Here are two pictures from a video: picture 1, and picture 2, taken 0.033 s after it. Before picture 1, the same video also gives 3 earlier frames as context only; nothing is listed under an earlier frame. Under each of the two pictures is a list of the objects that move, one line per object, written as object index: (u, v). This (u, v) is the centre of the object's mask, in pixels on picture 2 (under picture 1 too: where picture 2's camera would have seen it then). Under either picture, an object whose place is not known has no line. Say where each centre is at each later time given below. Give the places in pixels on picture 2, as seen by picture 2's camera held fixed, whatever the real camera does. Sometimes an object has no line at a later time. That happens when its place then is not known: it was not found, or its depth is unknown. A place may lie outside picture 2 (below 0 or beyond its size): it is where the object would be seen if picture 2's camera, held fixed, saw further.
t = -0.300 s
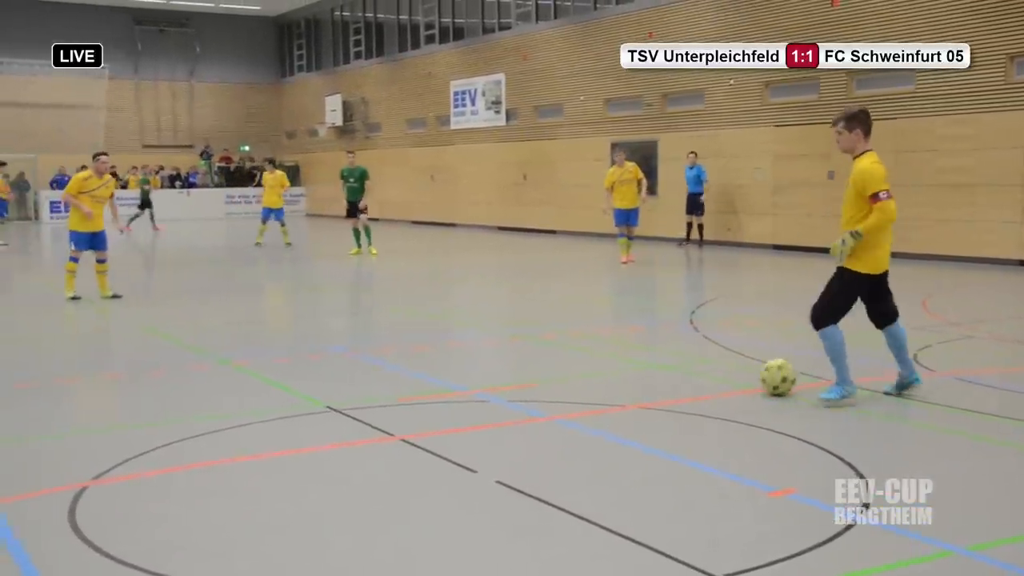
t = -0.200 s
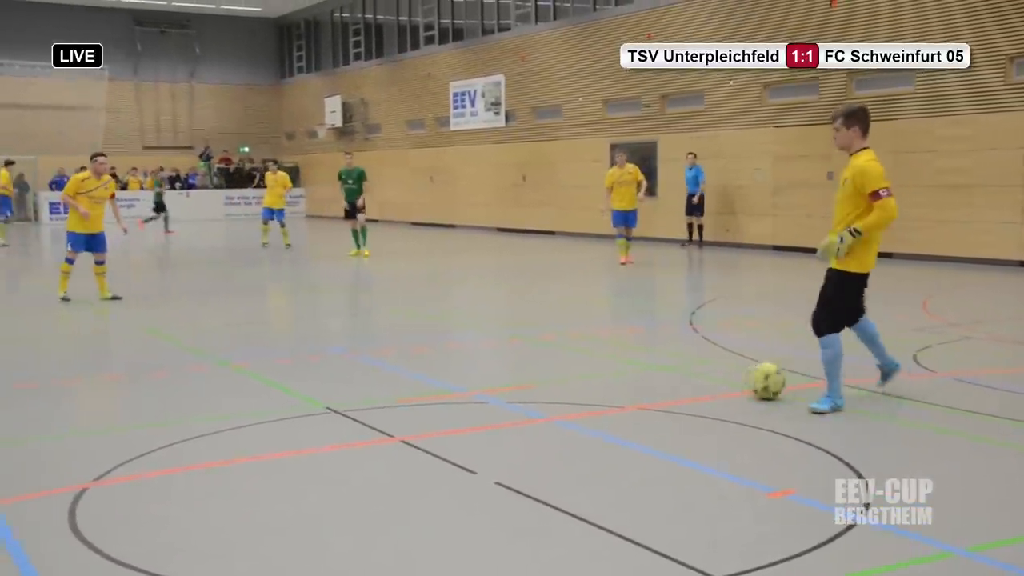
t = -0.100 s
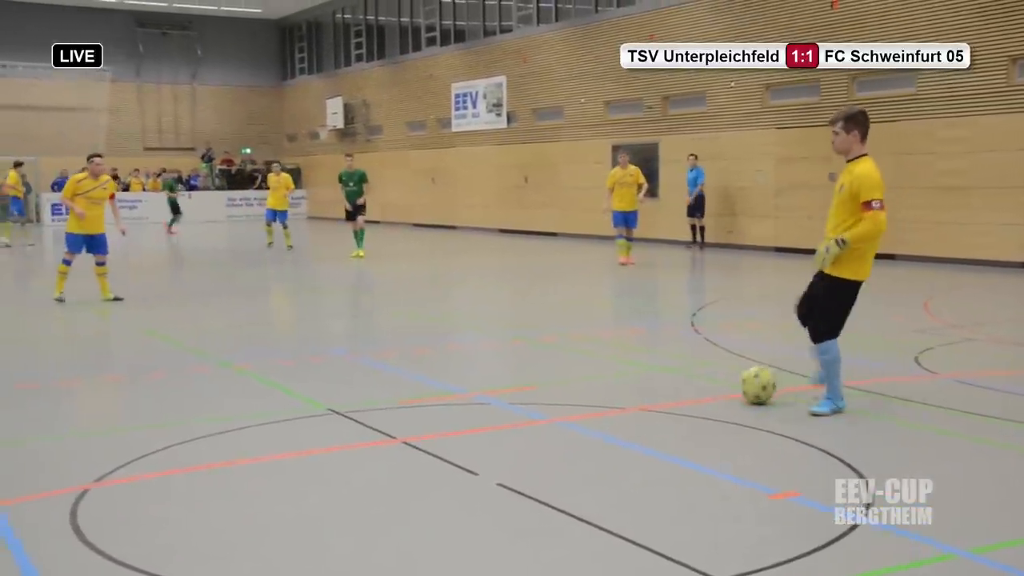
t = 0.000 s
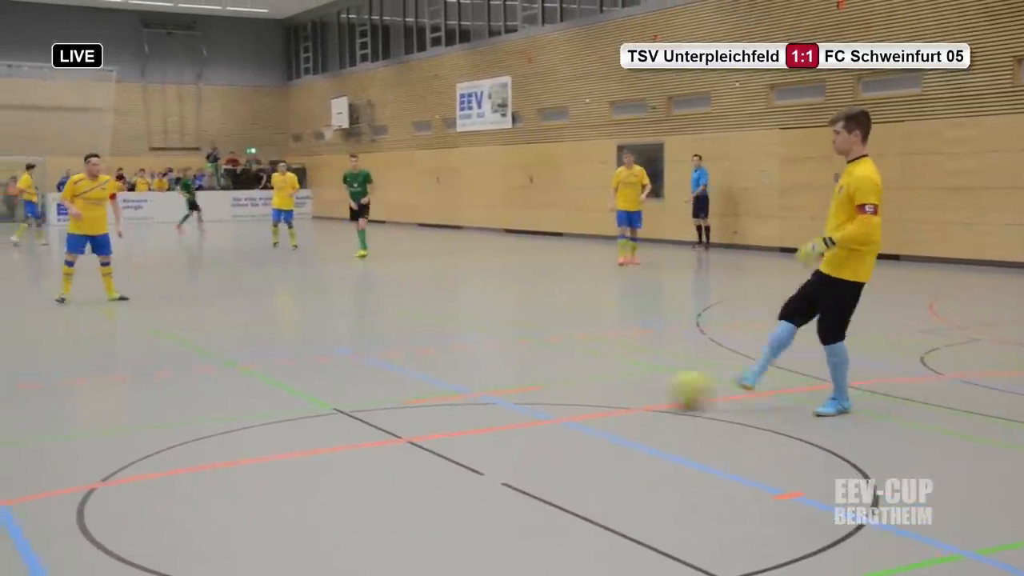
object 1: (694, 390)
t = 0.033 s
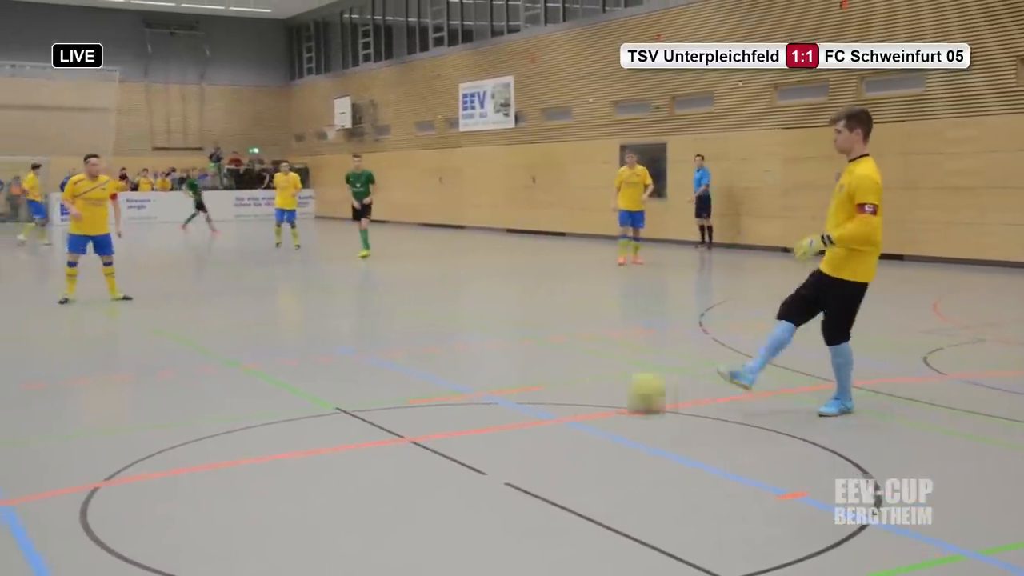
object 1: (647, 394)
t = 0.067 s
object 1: (605, 395)
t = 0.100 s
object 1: (560, 398)
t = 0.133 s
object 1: (514, 400)
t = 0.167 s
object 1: (469, 404)
